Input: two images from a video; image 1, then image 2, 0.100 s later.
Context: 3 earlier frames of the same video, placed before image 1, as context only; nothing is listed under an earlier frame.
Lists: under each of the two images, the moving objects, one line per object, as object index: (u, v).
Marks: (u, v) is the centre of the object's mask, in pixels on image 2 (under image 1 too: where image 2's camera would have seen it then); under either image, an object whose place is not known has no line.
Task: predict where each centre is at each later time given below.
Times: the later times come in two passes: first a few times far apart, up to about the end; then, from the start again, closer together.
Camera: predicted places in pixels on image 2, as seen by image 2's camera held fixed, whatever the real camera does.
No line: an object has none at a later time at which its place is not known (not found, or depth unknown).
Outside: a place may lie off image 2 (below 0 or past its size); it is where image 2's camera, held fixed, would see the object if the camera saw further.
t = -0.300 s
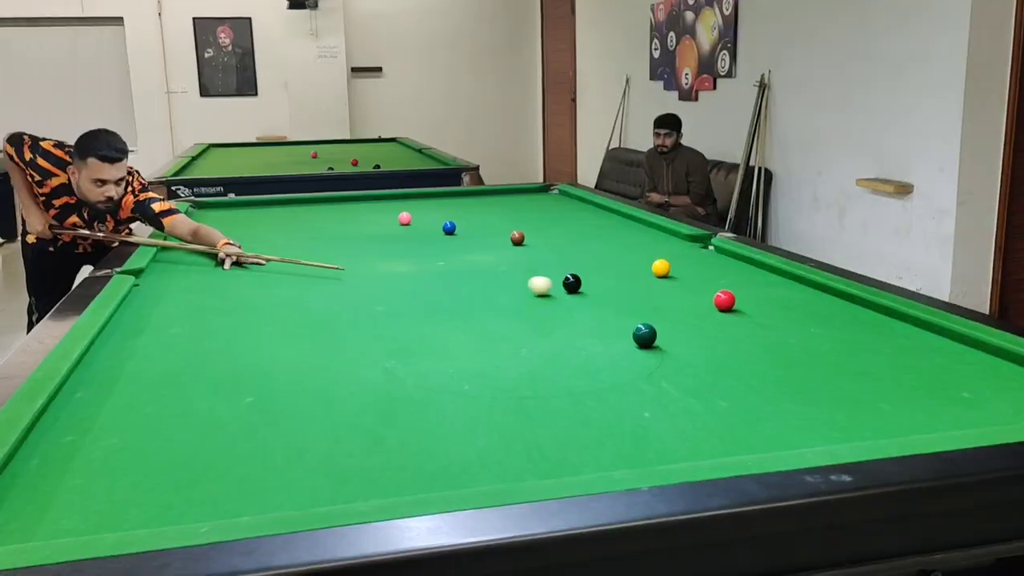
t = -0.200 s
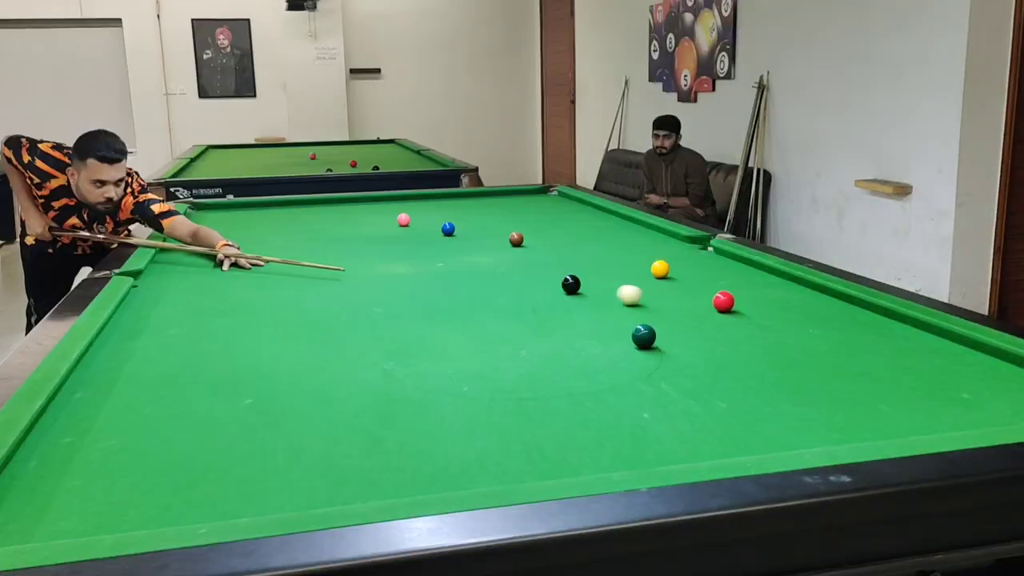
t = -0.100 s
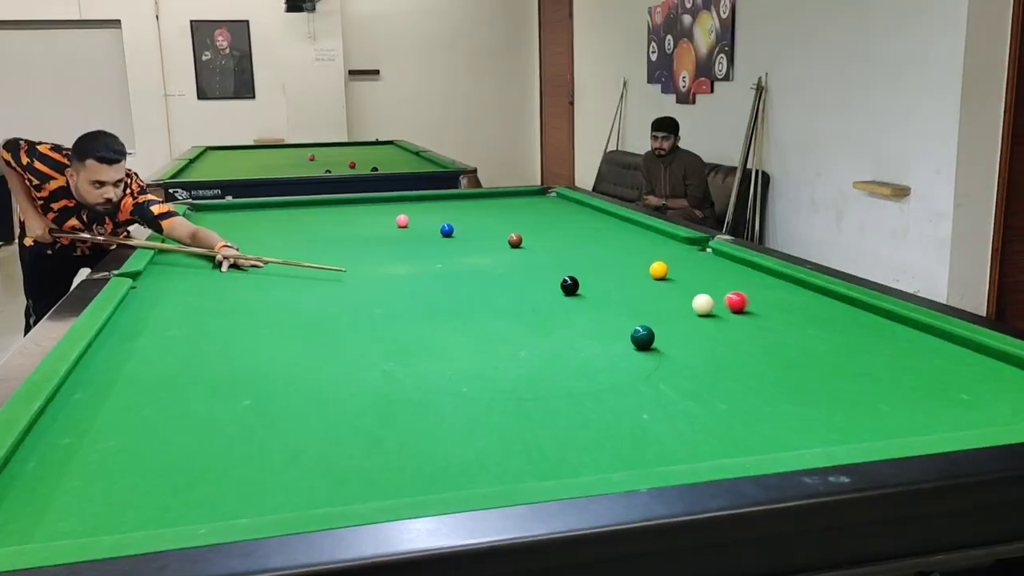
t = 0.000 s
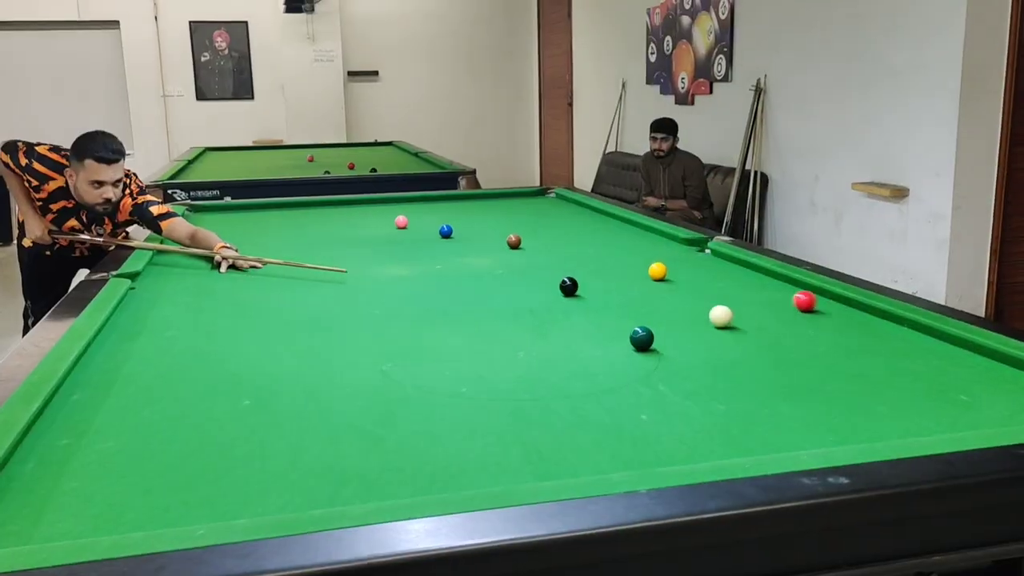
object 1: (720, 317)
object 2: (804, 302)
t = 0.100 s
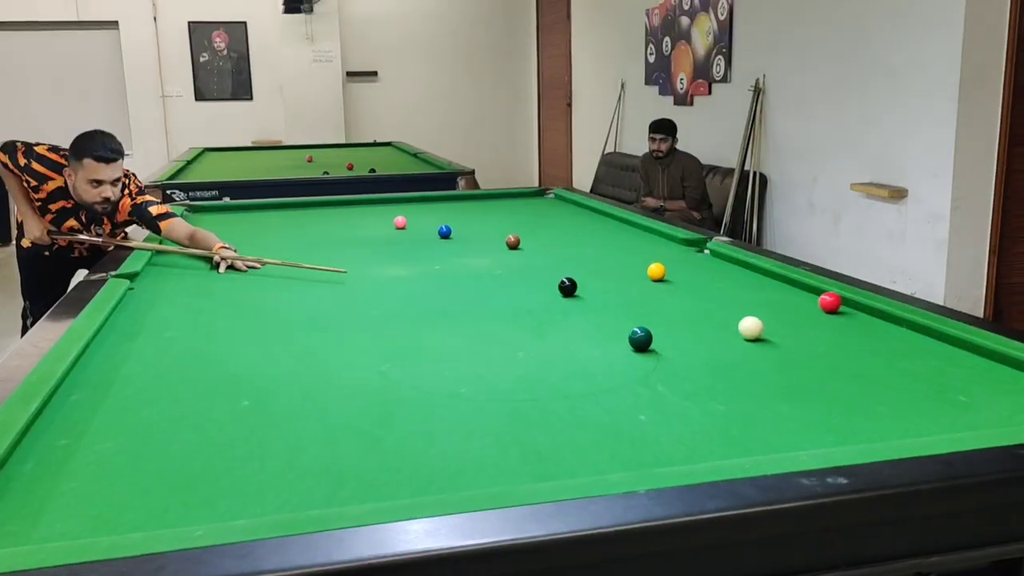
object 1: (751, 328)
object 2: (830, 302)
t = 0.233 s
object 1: (800, 345)
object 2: (784, 308)
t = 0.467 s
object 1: (905, 379)
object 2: (705, 318)
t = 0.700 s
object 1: (1024, 419)
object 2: (623, 328)
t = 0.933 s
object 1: (951, 394)
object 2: (540, 339)
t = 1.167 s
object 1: (882, 372)
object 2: (452, 351)
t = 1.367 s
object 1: (833, 356)
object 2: (375, 361)
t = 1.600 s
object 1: (786, 340)
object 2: (281, 373)
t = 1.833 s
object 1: (747, 327)
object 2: (184, 385)
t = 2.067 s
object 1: (714, 315)
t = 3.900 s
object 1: (568, 267)
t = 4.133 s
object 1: (558, 264)
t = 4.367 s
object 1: (549, 261)
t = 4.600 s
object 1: (543, 259)
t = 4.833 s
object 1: (537, 257)
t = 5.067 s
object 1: (533, 256)
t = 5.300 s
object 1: (529, 254)
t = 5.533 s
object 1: (526, 254)
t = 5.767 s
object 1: (524, 253)
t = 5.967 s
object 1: (523, 253)
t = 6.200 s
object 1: (523, 253)
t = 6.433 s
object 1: (523, 253)
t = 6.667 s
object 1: (523, 253)
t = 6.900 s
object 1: (523, 252)
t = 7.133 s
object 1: (522, 253)
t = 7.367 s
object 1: (523, 253)
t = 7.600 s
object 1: (523, 253)
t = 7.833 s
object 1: (523, 252)
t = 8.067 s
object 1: (523, 252)
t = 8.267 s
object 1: (523, 253)
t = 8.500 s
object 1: (523, 252)
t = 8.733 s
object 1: (523, 252)
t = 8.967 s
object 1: (523, 252)
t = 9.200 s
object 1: (523, 252)
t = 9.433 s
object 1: (523, 252)
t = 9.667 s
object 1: (523, 253)
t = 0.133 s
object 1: (763, 332)
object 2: (818, 304)
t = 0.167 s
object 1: (775, 336)
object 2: (806, 305)
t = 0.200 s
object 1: (787, 340)
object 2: (795, 307)
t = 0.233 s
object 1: (800, 345)
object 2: (784, 308)
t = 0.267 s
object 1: (814, 349)
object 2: (773, 309)
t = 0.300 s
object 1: (828, 354)
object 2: (761, 311)
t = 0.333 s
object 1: (842, 358)
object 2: (751, 312)
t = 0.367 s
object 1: (857, 363)
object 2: (739, 314)
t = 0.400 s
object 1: (872, 368)
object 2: (728, 315)
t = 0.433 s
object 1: (888, 374)
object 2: (717, 317)
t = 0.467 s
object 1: (905, 379)
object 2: (705, 318)
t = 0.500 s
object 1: (922, 385)
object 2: (694, 319)
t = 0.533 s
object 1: (940, 391)
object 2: (682, 321)
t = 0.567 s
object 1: (959, 397)
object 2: (671, 322)
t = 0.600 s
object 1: (978, 403)
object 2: (659, 324)
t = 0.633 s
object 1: (998, 410)
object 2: (648, 323)
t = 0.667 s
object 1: (1014, 414)
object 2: (634, 323)
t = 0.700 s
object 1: (1024, 419)
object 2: (623, 328)
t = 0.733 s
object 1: (1018, 416)
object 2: (612, 330)
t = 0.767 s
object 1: (1010, 413)
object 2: (600, 332)
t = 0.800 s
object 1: (997, 410)
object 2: (588, 333)
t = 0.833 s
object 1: (984, 406)
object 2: (576, 334)
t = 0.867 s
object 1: (973, 402)
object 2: (564, 336)
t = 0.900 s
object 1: (962, 398)
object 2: (552, 337)
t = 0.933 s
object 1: (951, 394)
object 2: (540, 339)
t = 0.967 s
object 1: (940, 391)
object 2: (528, 341)
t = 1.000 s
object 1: (929, 388)
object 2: (515, 342)
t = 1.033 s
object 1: (919, 384)
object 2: (503, 344)
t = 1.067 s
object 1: (910, 381)
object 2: (490, 346)
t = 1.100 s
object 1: (900, 378)
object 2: (478, 347)
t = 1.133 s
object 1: (891, 375)
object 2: (465, 349)
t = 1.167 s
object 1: (882, 372)
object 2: (452, 351)
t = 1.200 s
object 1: (874, 369)
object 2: (440, 352)
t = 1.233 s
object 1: (865, 366)
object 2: (427, 354)
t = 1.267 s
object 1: (857, 363)
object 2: (414, 355)
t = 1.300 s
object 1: (849, 361)
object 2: (401, 357)
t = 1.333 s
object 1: (841, 358)
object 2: (388, 359)
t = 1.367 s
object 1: (833, 356)
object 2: (375, 361)
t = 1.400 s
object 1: (826, 353)
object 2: (361, 362)
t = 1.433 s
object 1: (819, 351)
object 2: (348, 364)
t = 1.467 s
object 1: (812, 349)
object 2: (335, 366)
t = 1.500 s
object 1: (805, 346)
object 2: (321, 367)
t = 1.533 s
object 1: (799, 344)
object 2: (308, 369)
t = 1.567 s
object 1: (792, 342)
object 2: (294, 371)
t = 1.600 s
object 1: (786, 340)
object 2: (281, 373)
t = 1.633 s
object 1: (780, 338)
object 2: (267, 374)
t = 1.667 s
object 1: (774, 336)
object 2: (253, 376)
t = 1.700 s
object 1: (768, 334)
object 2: (239, 378)
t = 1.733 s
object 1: (763, 332)
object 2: (226, 380)
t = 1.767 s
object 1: (757, 330)
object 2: (212, 381)
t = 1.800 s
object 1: (752, 328)
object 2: (197, 383)
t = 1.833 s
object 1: (747, 327)
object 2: (184, 385)
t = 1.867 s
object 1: (742, 325)
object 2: (169, 387)
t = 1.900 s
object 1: (737, 323)
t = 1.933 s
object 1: (732, 321)
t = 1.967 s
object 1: (727, 320)
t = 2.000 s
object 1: (722, 318)
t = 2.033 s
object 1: (718, 316)
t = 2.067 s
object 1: (714, 315)
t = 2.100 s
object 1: (709, 314)
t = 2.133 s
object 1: (705, 312)
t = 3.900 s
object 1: (568, 267)
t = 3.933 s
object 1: (566, 266)
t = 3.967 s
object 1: (565, 266)
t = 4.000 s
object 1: (564, 265)
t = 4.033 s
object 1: (562, 264)
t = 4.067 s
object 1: (560, 264)
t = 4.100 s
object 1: (559, 264)
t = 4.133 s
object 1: (558, 264)
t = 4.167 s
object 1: (557, 263)
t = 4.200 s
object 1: (555, 263)
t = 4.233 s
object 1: (554, 263)
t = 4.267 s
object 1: (553, 262)
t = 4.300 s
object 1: (552, 262)
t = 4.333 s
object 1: (551, 262)
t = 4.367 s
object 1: (549, 261)
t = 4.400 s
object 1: (549, 261)
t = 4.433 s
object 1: (547, 261)
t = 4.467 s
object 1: (546, 260)
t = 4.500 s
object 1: (545, 260)
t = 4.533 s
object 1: (545, 260)
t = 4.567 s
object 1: (544, 259)
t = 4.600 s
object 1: (543, 259)
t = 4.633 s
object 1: (542, 259)
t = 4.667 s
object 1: (541, 259)
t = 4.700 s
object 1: (540, 258)
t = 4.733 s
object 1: (539, 258)
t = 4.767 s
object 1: (539, 258)
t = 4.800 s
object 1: (538, 257)
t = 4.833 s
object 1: (537, 257)
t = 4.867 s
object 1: (537, 257)
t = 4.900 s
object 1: (536, 257)
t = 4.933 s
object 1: (535, 257)
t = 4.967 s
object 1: (535, 256)
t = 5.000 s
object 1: (534, 256)
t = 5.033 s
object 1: (533, 256)
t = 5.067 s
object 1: (533, 256)
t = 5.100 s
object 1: (532, 256)
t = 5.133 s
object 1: (531, 255)
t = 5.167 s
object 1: (531, 255)
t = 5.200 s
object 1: (530, 255)
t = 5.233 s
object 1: (530, 255)
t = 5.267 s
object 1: (529, 255)
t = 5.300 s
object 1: (529, 254)
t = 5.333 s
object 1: (529, 254)
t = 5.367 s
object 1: (528, 254)
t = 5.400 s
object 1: (528, 254)
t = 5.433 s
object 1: (527, 254)
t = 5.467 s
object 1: (527, 254)
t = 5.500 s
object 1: (526, 254)
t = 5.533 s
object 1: (526, 254)
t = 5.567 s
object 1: (525, 253)
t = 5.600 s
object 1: (525, 253)
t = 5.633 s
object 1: (525, 253)
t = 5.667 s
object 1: (525, 253)
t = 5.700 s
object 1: (524, 253)
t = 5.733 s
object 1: (524, 253)
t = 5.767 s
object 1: (524, 253)
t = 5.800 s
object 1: (523, 253)
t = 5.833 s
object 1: (523, 253)
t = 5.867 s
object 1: (523, 253)
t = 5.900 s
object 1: (523, 253)
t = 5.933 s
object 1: (523, 253)
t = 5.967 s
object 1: (523, 253)
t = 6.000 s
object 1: (523, 253)
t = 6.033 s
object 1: (523, 253)
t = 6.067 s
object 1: (523, 253)
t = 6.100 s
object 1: (523, 253)
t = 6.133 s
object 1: (523, 252)
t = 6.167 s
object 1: (523, 253)
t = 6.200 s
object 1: (523, 253)
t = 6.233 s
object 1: (523, 253)
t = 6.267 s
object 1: (523, 253)
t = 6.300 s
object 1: (523, 252)
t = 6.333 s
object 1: (523, 253)
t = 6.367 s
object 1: (523, 253)
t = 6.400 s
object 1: (523, 253)
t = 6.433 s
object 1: (523, 253)
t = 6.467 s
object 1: (523, 253)
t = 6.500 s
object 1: (523, 253)
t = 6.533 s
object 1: (523, 253)
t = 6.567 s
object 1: (523, 253)
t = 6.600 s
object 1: (523, 253)
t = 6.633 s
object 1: (523, 252)
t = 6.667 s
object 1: (523, 253)
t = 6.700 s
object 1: (523, 253)
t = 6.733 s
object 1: (523, 252)
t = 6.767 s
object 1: (523, 252)
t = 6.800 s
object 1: (523, 252)
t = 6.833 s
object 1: (523, 252)
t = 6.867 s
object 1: (523, 252)
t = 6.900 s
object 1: (523, 252)
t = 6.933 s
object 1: (523, 252)
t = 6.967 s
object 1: (523, 252)
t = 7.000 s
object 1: (523, 252)
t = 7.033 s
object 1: (523, 252)
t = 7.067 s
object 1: (523, 253)
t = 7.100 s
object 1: (523, 252)
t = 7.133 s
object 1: (522, 253)
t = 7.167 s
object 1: (523, 252)
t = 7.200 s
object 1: (522, 253)
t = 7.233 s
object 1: (523, 252)
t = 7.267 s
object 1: (523, 253)
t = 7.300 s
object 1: (523, 253)
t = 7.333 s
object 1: (522, 253)
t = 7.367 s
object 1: (523, 253)
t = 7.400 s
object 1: (523, 253)
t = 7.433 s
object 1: (523, 253)
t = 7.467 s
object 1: (523, 253)
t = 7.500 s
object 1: (523, 253)
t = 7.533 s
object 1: (523, 252)
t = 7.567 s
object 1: (523, 253)
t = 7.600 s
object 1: (523, 253)
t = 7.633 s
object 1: (523, 253)
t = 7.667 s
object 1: (523, 253)
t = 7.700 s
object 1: (523, 253)
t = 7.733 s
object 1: (523, 253)
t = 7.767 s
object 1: (523, 252)
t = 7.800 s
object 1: (523, 252)
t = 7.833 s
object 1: (523, 252)
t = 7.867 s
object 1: (523, 252)
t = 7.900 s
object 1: (523, 252)
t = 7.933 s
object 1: (523, 252)
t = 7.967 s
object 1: (523, 252)
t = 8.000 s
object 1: (523, 252)
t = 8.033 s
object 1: (523, 252)
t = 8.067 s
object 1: (523, 252)
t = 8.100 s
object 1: (523, 253)
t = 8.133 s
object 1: (523, 253)
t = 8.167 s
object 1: (523, 253)
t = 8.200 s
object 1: (523, 252)
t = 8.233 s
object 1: (523, 253)
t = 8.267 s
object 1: (523, 253)
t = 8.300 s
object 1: (523, 253)
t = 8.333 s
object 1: (523, 253)
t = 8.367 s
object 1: (523, 252)
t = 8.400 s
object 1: (523, 252)
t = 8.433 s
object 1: (523, 253)
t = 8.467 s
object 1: (523, 253)
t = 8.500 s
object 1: (523, 252)
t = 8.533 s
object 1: (523, 253)
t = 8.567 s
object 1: (523, 253)
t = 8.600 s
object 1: (523, 253)
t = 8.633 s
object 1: (523, 252)
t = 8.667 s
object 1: (523, 252)
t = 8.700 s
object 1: (523, 252)
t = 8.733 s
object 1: (523, 252)
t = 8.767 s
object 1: (523, 252)
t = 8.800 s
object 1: (523, 252)
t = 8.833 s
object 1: (523, 252)
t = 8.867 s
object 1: (523, 252)
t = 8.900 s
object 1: (523, 252)
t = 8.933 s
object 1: (523, 252)
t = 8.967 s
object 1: (523, 252)
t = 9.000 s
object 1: (523, 252)
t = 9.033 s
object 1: (523, 252)
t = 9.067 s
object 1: (523, 252)
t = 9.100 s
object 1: (523, 252)
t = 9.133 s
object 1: (523, 253)
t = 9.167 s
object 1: (523, 253)
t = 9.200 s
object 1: (523, 252)
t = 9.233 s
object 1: (523, 253)
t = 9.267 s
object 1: (523, 252)
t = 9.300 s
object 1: (523, 253)
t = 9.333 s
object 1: (523, 252)
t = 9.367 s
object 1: (523, 253)
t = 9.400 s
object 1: (523, 252)
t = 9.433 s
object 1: (523, 252)
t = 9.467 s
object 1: (523, 252)
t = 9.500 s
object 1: (523, 252)
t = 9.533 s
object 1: (523, 252)
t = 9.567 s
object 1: (523, 252)
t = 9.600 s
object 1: (523, 253)
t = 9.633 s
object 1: (523, 252)
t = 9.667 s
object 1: (523, 253)
